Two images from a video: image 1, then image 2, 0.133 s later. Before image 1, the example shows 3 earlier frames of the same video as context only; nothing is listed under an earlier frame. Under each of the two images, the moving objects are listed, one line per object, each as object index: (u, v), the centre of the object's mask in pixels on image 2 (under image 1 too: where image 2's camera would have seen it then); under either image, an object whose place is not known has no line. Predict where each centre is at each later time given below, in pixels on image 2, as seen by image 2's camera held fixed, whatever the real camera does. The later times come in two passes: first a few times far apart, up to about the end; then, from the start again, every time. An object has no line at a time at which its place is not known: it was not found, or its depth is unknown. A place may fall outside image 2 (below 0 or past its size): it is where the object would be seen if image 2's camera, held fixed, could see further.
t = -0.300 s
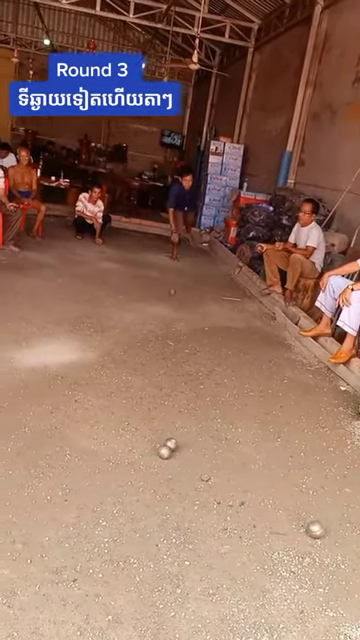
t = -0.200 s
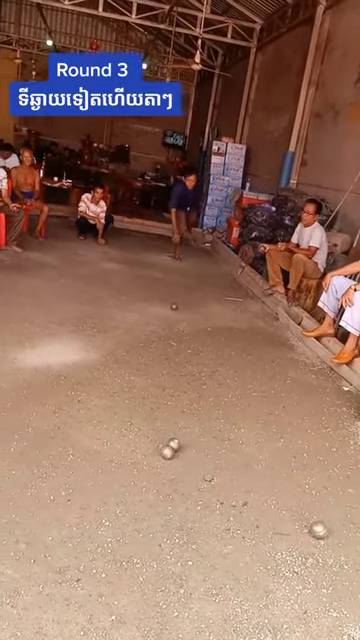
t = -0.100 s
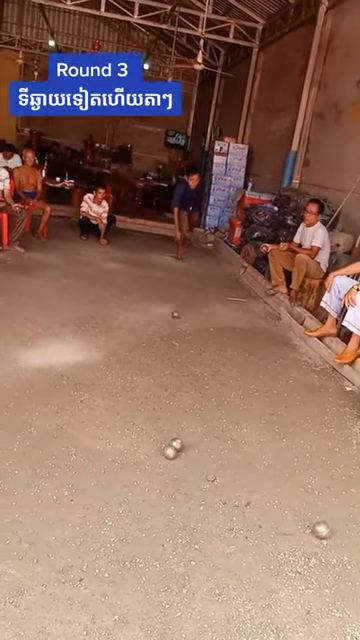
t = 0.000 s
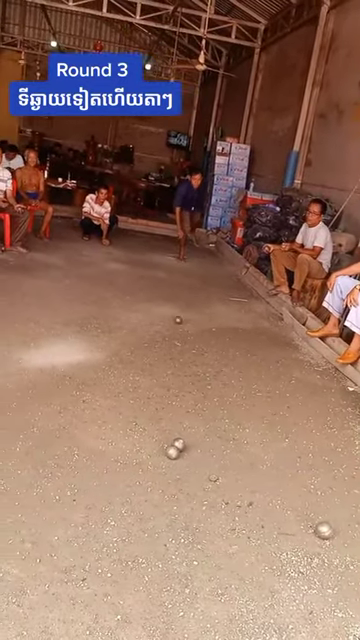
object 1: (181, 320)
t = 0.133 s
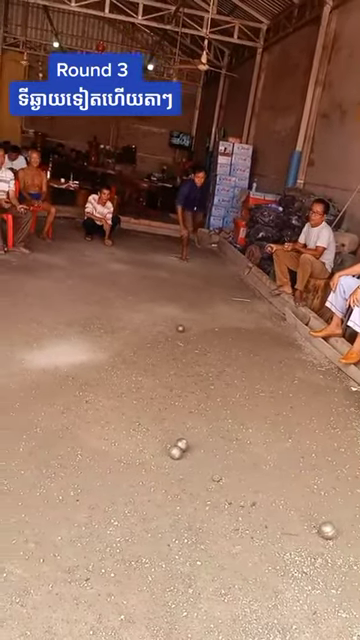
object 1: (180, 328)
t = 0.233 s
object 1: (179, 333)
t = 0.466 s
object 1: (177, 347)
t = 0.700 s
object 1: (173, 361)
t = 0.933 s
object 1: (168, 375)
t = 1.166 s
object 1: (165, 389)
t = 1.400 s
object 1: (164, 403)
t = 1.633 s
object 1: (162, 414)
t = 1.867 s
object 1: (161, 423)
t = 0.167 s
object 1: (180, 330)
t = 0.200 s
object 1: (179, 331)
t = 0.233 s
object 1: (179, 333)
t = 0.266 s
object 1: (179, 336)
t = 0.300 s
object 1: (178, 338)
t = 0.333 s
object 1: (178, 338)
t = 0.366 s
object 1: (177, 341)
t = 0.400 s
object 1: (177, 344)
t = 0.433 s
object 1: (177, 346)
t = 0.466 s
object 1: (177, 347)
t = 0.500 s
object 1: (176, 349)
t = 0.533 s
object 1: (175, 351)
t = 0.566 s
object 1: (175, 354)
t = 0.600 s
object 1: (175, 355)
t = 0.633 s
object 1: (174, 357)
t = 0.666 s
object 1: (173, 360)
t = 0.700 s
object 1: (173, 361)
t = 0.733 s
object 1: (172, 363)
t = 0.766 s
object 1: (171, 365)
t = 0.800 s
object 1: (170, 366)
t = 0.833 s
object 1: (169, 369)
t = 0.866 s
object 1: (169, 370)
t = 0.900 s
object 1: (169, 372)
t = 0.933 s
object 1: (168, 375)
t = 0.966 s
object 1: (168, 377)
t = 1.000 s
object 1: (168, 378)
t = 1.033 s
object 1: (167, 381)
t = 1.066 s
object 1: (167, 383)
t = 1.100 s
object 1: (166, 385)
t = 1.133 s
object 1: (166, 386)
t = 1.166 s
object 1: (165, 389)
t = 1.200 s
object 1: (165, 390)
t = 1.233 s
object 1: (164, 391)
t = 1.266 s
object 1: (164, 393)
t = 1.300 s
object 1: (164, 396)
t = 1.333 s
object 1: (164, 398)
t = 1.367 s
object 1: (164, 400)
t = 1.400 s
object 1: (164, 403)
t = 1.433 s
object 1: (164, 404)
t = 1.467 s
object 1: (164, 406)
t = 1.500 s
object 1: (163, 408)
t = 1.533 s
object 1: (163, 409)
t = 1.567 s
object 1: (163, 410)
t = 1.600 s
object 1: (162, 412)
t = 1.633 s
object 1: (162, 414)
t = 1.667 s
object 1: (162, 416)
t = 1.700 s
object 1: (161, 417)
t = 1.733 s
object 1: (161, 418)
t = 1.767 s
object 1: (161, 420)
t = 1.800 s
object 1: (161, 420)
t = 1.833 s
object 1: (161, 421)
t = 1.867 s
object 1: (161, 423)
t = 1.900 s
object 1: (162, 424)
